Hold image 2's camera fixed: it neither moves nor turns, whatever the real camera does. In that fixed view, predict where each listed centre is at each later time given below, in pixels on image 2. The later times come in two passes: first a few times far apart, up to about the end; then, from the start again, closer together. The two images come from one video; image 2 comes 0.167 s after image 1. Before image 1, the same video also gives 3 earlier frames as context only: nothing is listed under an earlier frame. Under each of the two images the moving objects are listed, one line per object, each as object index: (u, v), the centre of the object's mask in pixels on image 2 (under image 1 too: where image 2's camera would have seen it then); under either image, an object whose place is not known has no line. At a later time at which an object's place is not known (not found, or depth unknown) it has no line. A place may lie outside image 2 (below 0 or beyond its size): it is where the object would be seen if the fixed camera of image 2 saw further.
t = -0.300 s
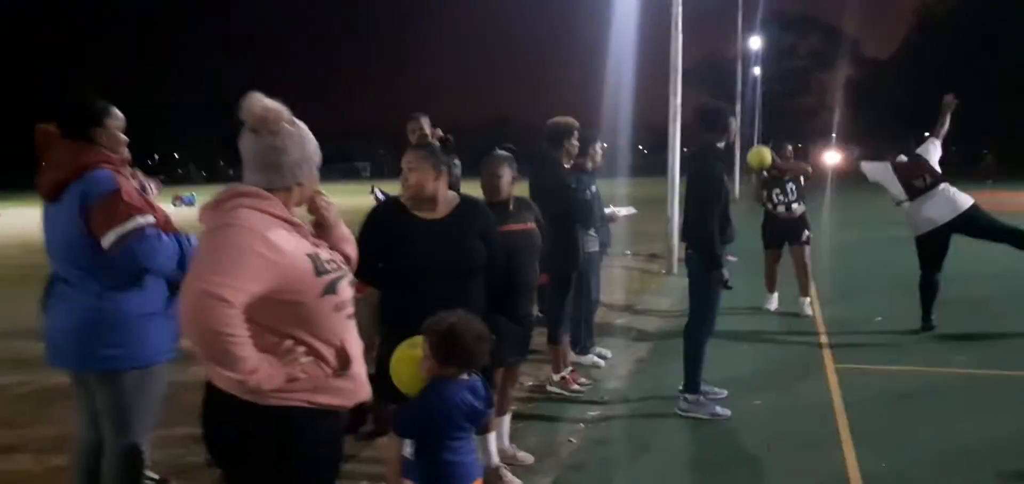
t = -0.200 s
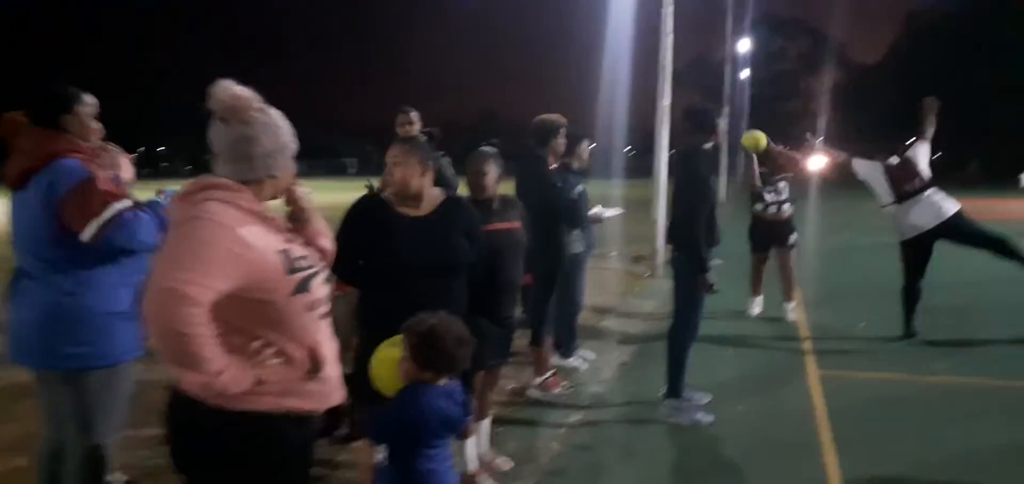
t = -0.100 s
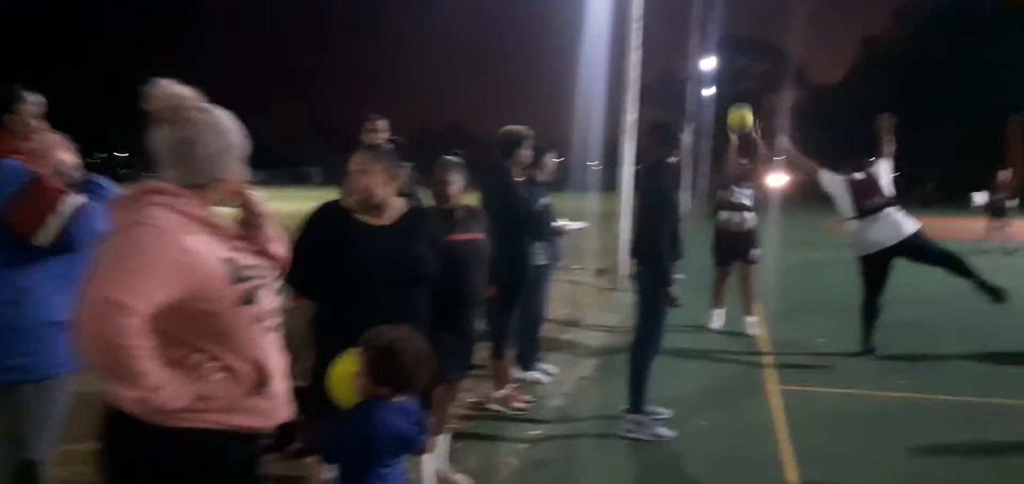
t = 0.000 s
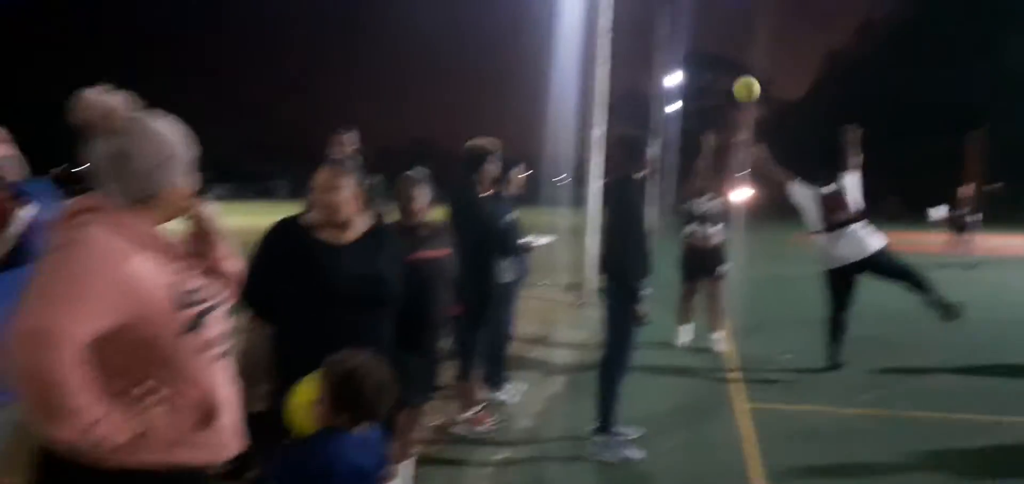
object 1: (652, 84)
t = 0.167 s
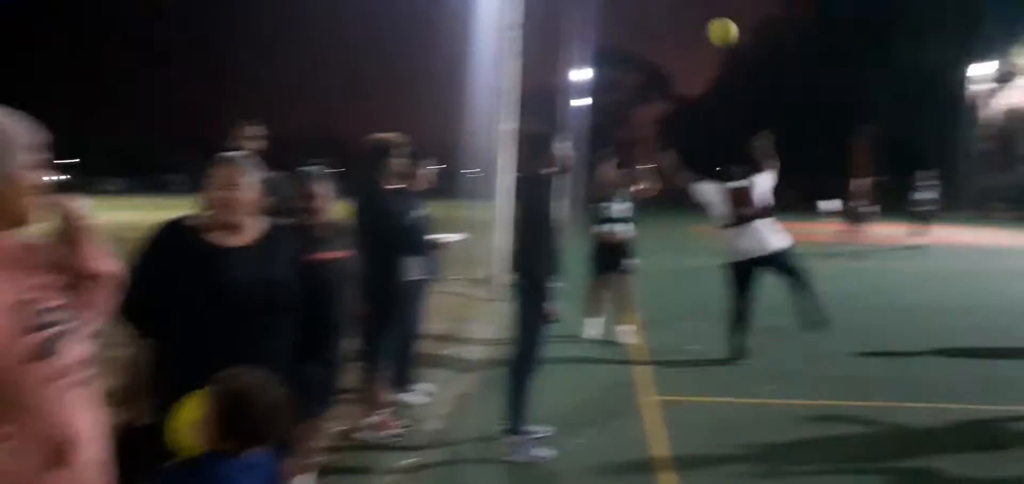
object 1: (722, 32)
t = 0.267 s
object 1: (768, 16)
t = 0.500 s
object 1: (888, 21)
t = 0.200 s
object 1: (738, 26)
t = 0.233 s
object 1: (752, 20)
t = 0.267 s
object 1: (768, 16)
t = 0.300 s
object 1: (783, 13)
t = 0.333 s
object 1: (799, 11)
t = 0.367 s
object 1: (816, 11)
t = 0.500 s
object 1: (888, 21)
